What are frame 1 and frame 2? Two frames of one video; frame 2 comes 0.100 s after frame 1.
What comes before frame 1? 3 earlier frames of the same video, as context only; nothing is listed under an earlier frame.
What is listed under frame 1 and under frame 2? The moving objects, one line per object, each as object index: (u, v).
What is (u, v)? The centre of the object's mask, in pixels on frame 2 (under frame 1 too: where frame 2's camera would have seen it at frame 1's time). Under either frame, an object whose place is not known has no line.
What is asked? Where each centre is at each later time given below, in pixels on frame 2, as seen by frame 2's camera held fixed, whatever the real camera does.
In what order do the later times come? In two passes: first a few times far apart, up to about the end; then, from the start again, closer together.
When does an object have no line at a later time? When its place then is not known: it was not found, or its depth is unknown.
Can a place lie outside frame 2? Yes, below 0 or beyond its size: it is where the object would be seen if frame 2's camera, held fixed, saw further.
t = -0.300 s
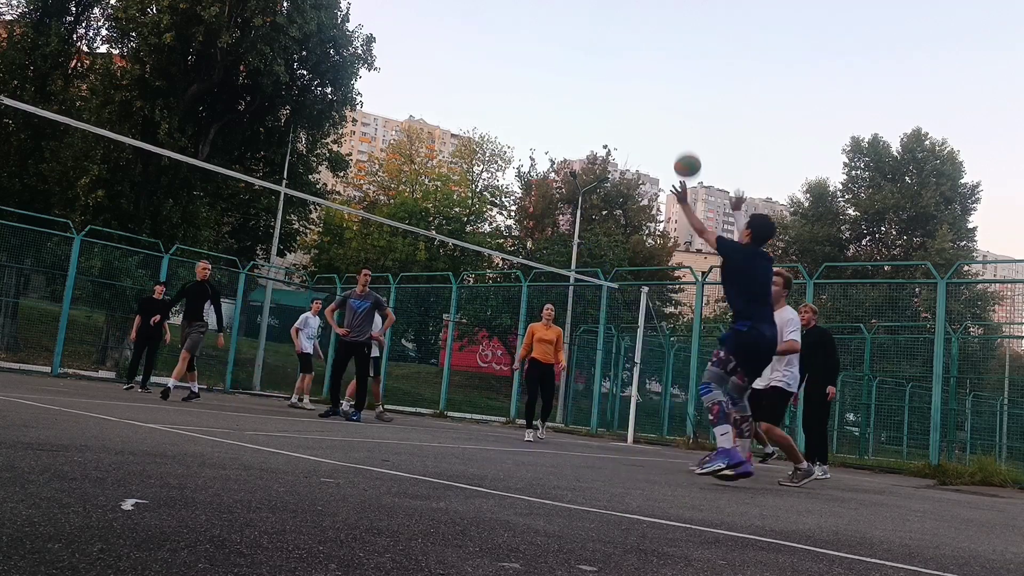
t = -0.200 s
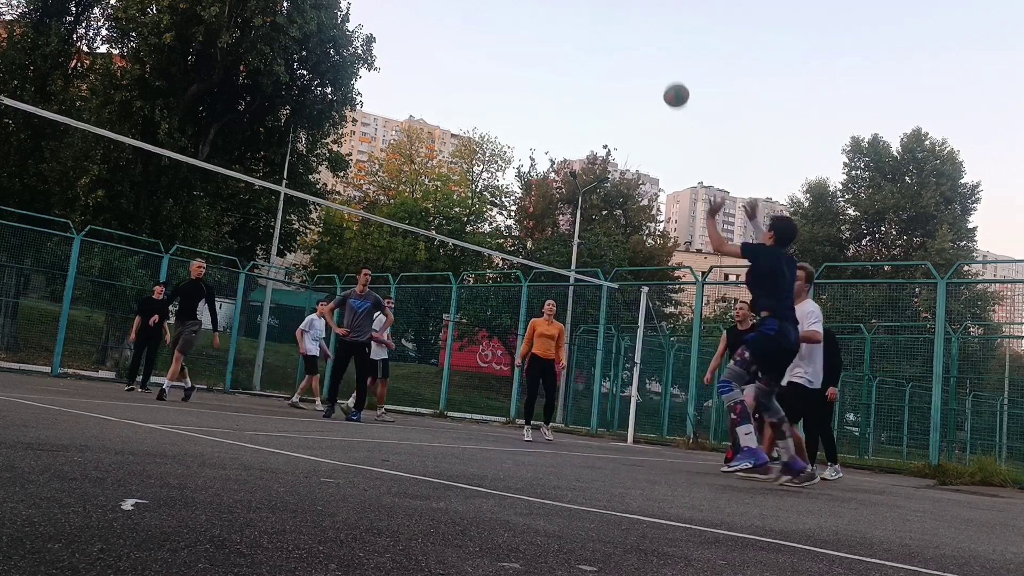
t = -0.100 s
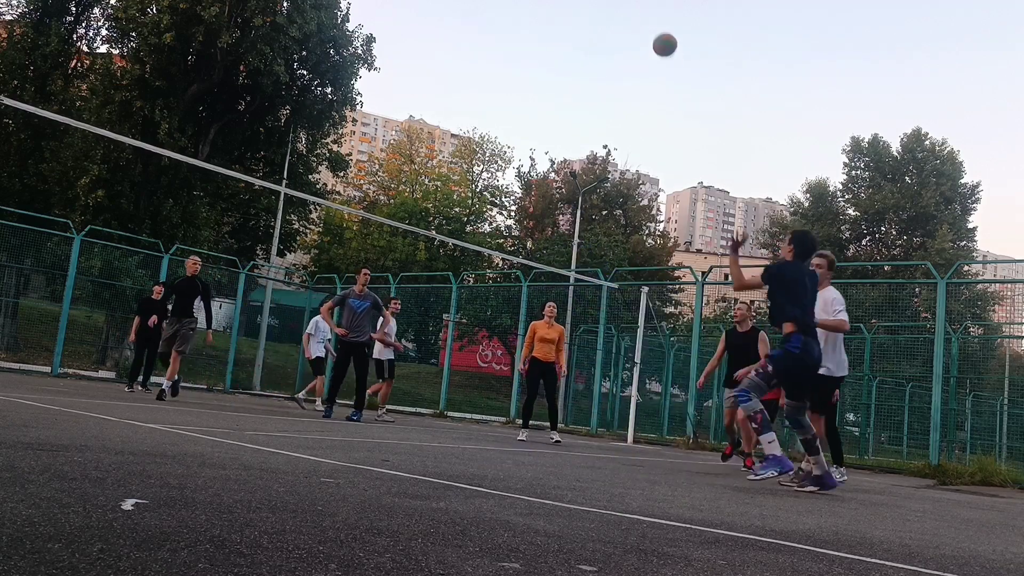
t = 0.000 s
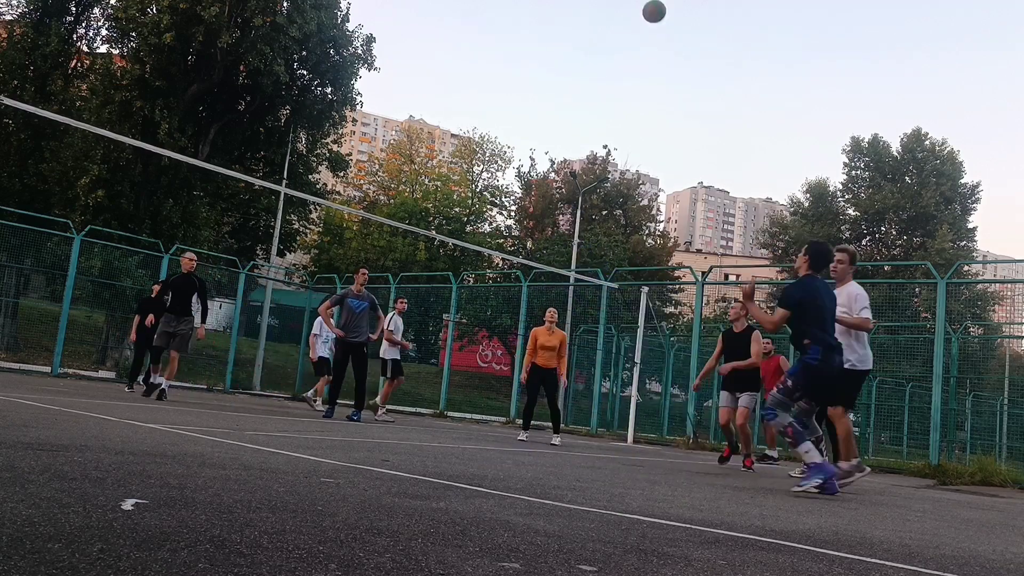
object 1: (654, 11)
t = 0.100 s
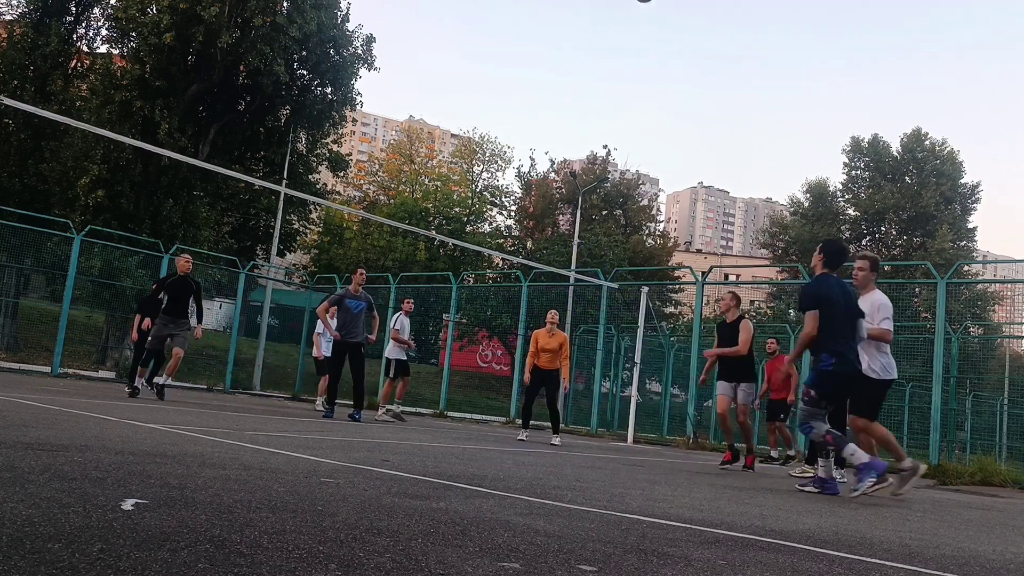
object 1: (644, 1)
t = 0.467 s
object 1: (608, 7)
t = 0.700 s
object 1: (586, 71)
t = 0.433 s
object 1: (611, 4)
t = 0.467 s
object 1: (608, 7)
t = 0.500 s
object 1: (605, 12)
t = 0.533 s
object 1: (602, 20)
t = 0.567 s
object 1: (599, 29)
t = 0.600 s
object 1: (596, 38)
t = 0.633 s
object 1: (592, 48)
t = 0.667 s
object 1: (589, 59)
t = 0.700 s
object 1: (586, 71)
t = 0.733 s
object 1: (583, 83)
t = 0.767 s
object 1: (580, 96)
